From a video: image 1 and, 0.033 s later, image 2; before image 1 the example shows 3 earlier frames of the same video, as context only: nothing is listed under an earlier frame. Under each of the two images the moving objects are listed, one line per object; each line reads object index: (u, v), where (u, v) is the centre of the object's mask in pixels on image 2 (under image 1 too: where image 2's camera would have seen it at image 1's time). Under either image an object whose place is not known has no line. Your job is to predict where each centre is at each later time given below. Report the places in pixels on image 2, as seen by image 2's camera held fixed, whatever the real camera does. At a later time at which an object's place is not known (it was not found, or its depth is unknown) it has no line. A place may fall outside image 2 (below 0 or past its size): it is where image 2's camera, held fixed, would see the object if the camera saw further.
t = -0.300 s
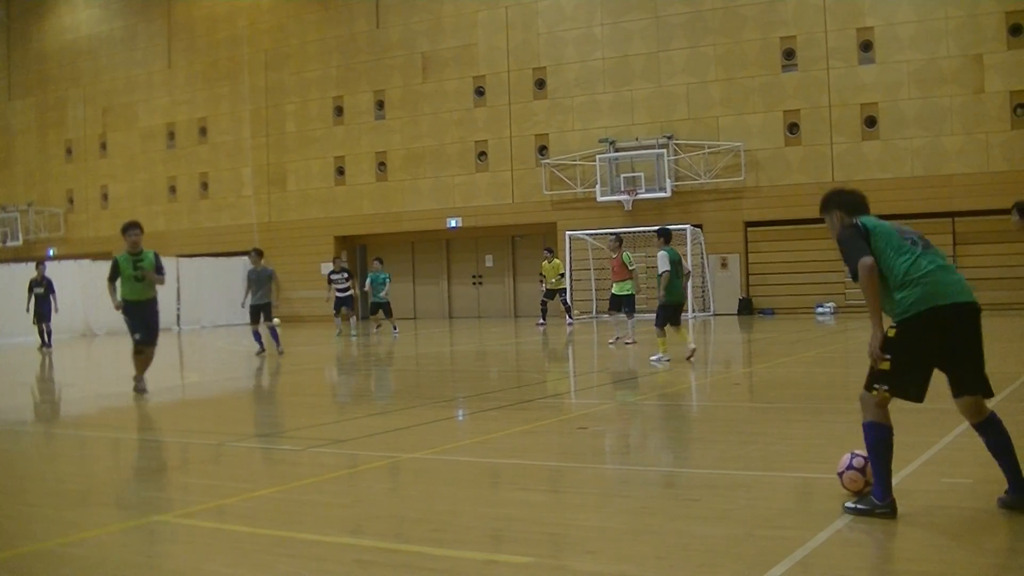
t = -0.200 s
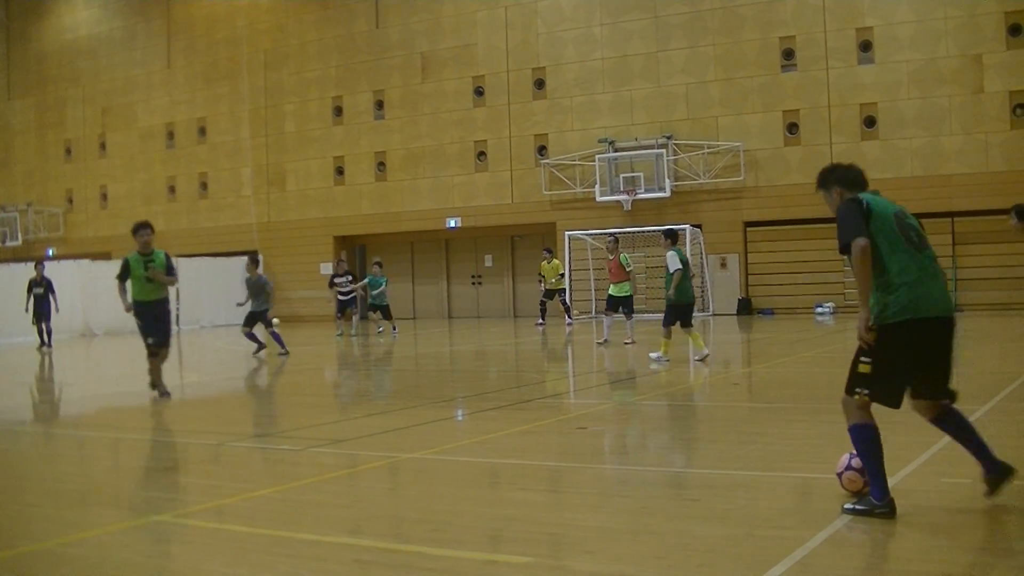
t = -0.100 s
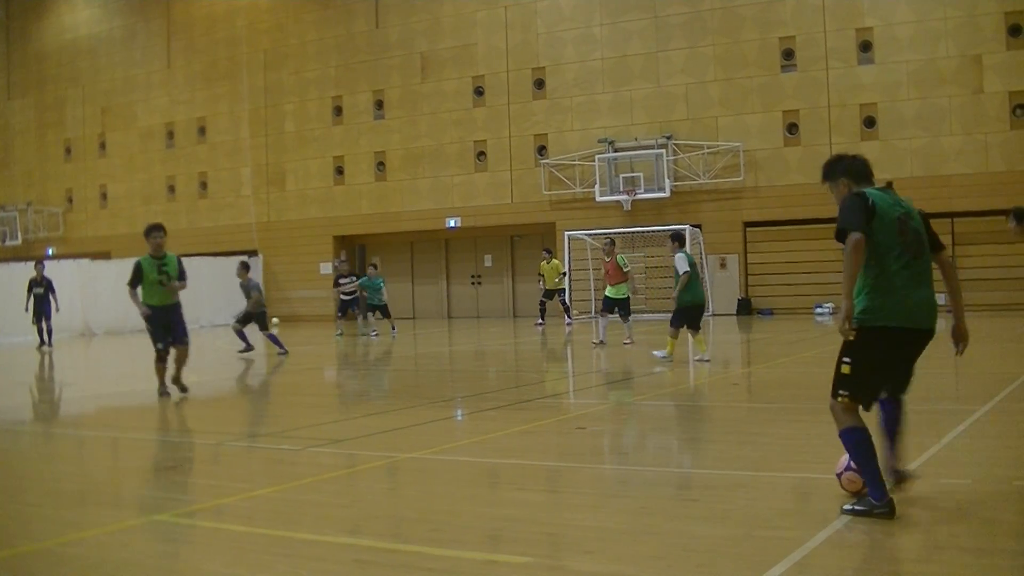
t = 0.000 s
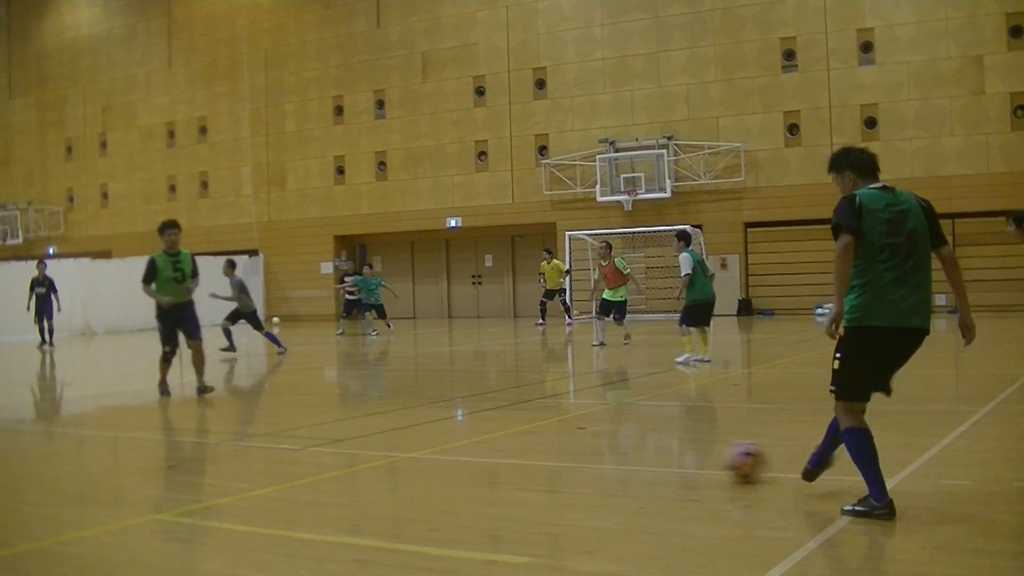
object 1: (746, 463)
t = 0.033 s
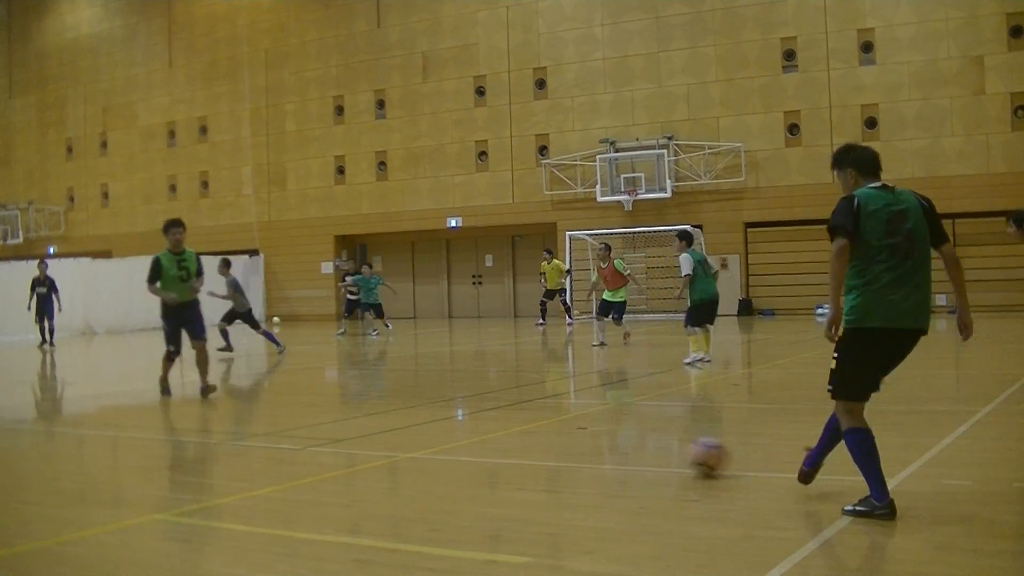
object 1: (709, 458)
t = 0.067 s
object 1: (674, 453)
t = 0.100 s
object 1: (643, 449)
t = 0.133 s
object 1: (615, 445)
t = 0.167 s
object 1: (589, 442)
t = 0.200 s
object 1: (562, 438)
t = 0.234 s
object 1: (539, 435)
